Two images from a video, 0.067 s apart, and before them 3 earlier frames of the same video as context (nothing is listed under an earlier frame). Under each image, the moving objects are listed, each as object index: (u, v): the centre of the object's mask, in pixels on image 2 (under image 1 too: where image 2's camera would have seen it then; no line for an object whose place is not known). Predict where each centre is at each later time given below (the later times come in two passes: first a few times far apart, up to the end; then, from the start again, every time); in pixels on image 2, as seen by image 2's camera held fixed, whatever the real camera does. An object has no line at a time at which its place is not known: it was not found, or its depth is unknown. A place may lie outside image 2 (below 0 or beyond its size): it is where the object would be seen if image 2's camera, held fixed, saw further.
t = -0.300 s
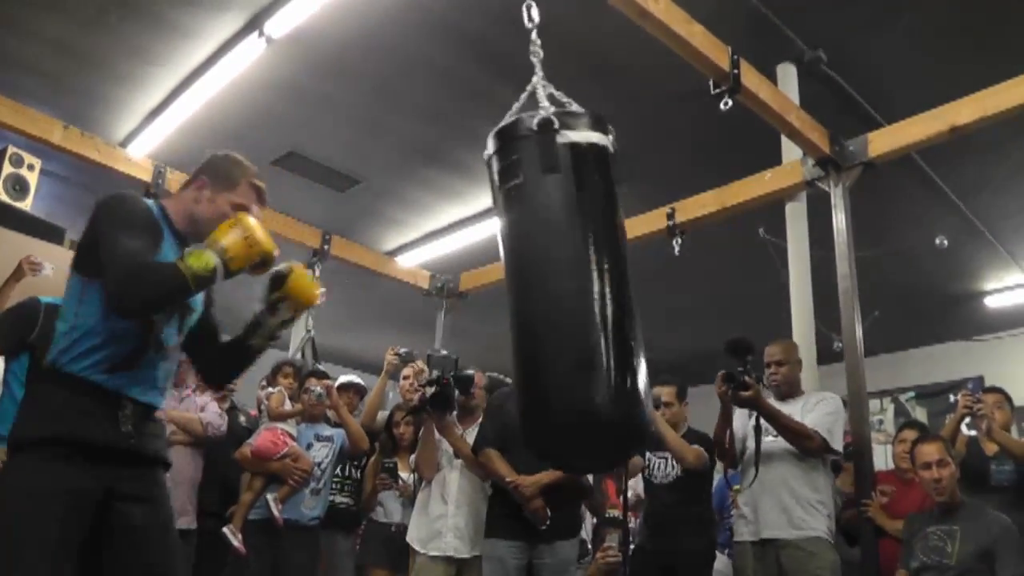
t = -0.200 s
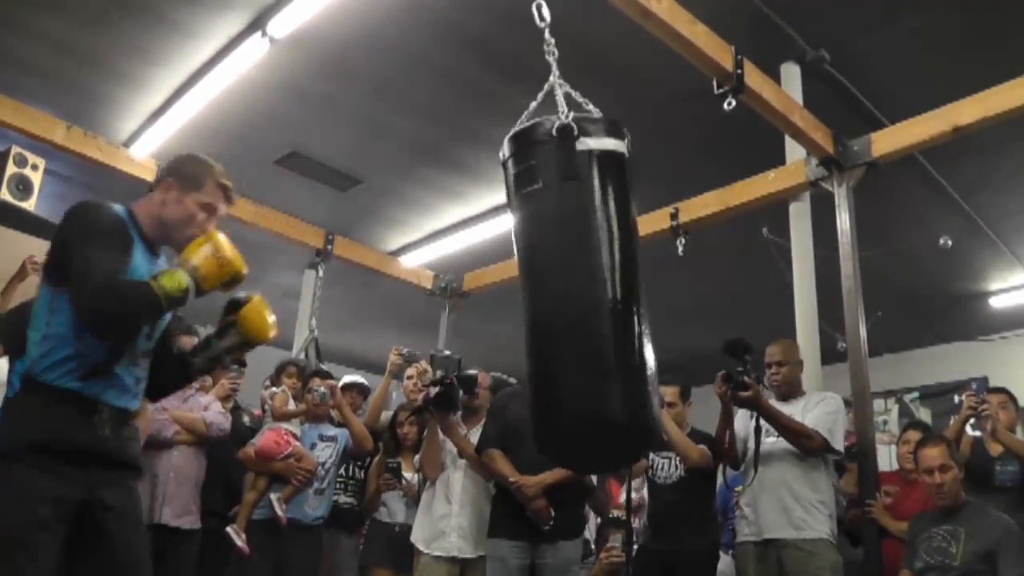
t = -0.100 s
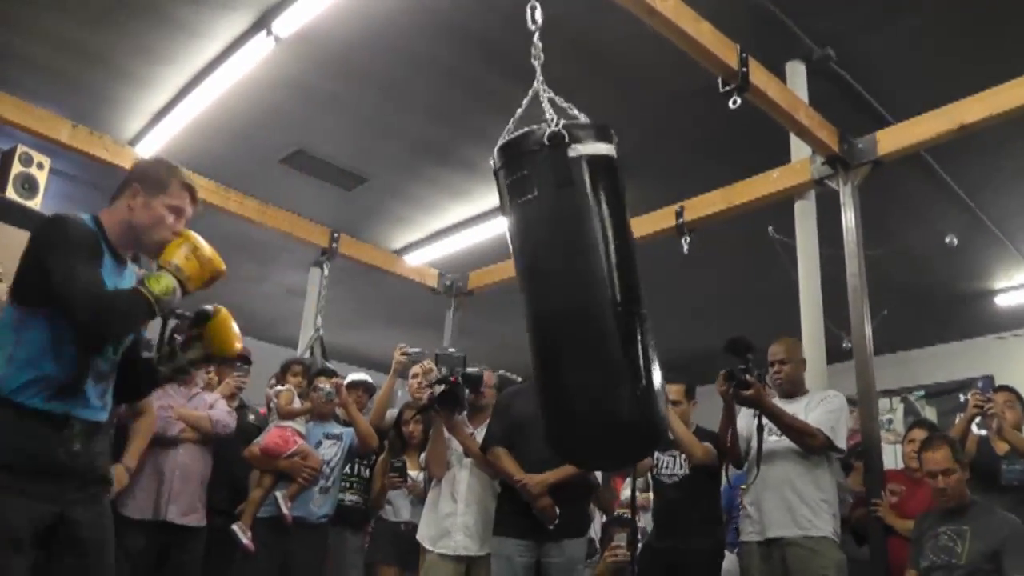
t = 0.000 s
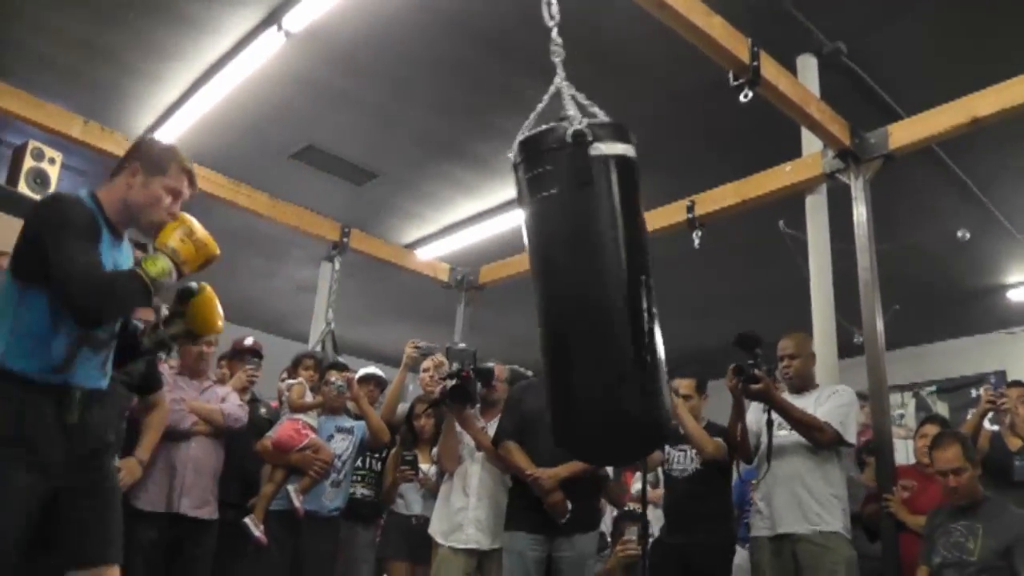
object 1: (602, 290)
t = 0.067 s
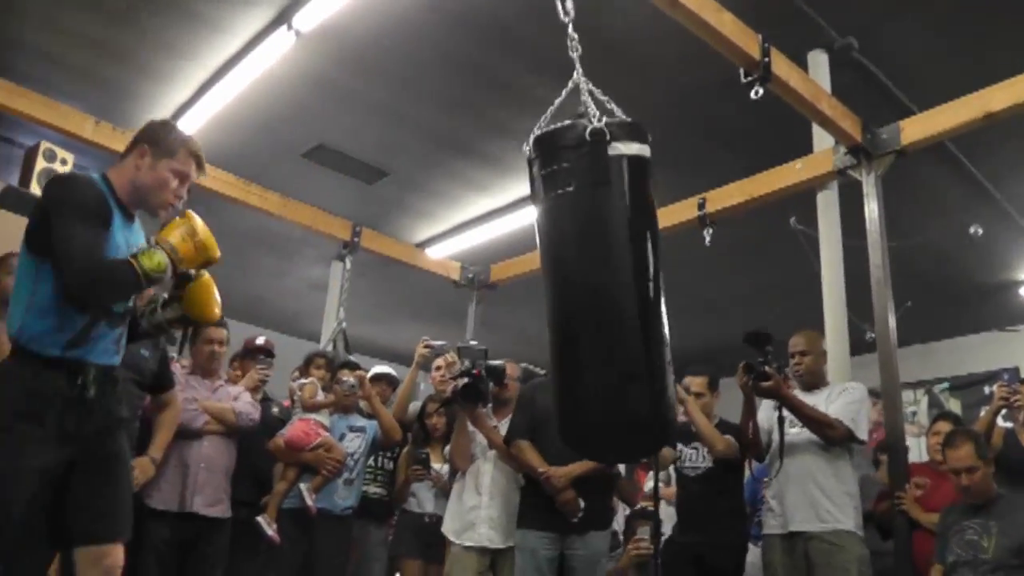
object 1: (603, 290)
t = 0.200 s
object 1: (590, 292)
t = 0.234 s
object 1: (587, 293)
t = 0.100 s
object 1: (600, 290)
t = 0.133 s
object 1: (597, 291)
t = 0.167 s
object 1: (593, 291)
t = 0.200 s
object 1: (590, 292)
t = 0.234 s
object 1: (587, 293)
